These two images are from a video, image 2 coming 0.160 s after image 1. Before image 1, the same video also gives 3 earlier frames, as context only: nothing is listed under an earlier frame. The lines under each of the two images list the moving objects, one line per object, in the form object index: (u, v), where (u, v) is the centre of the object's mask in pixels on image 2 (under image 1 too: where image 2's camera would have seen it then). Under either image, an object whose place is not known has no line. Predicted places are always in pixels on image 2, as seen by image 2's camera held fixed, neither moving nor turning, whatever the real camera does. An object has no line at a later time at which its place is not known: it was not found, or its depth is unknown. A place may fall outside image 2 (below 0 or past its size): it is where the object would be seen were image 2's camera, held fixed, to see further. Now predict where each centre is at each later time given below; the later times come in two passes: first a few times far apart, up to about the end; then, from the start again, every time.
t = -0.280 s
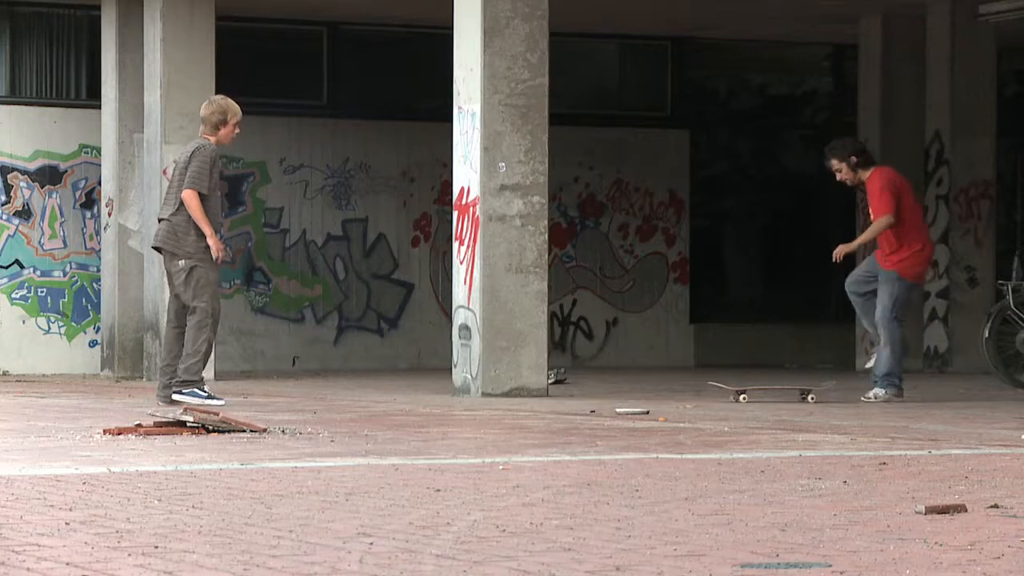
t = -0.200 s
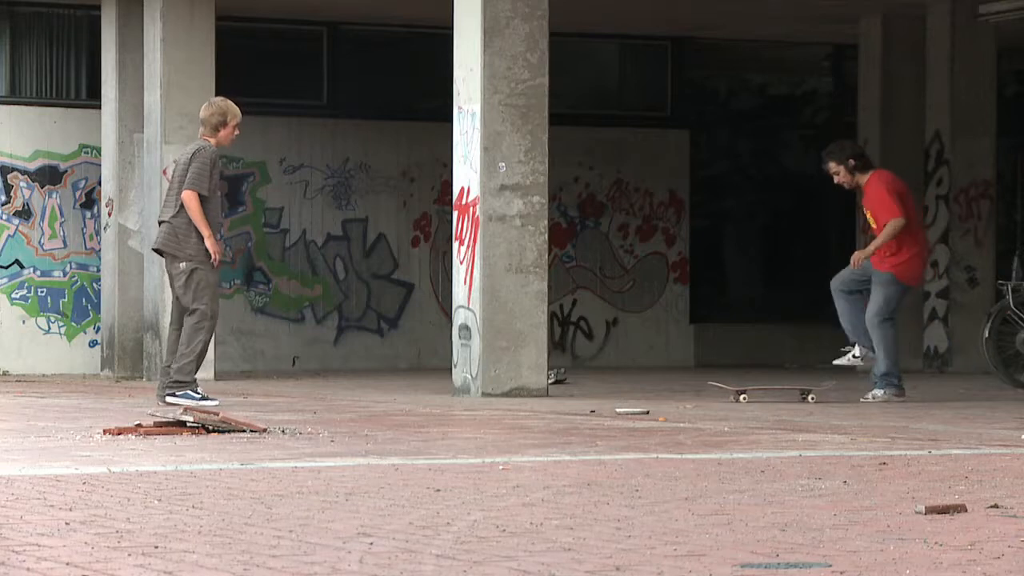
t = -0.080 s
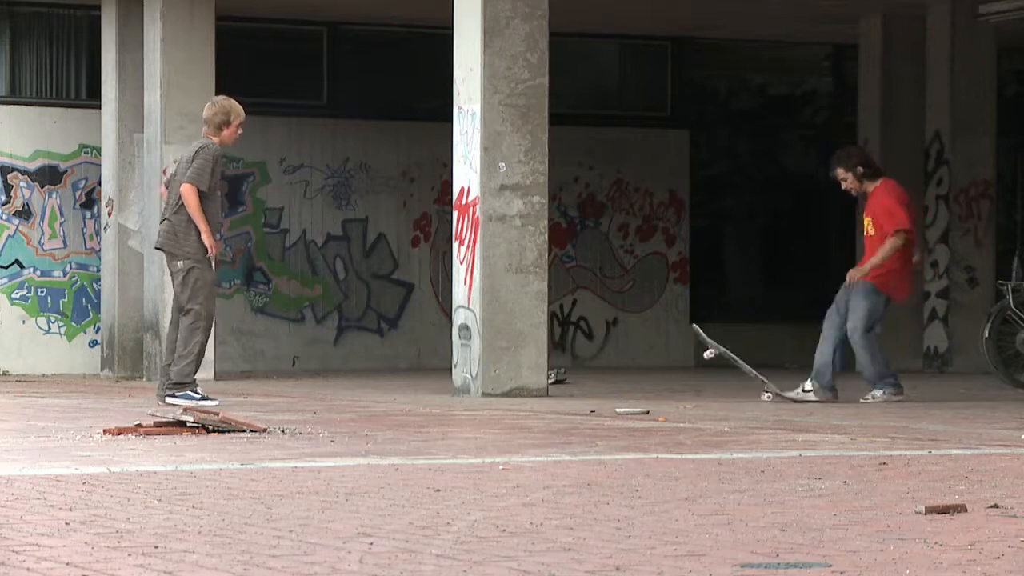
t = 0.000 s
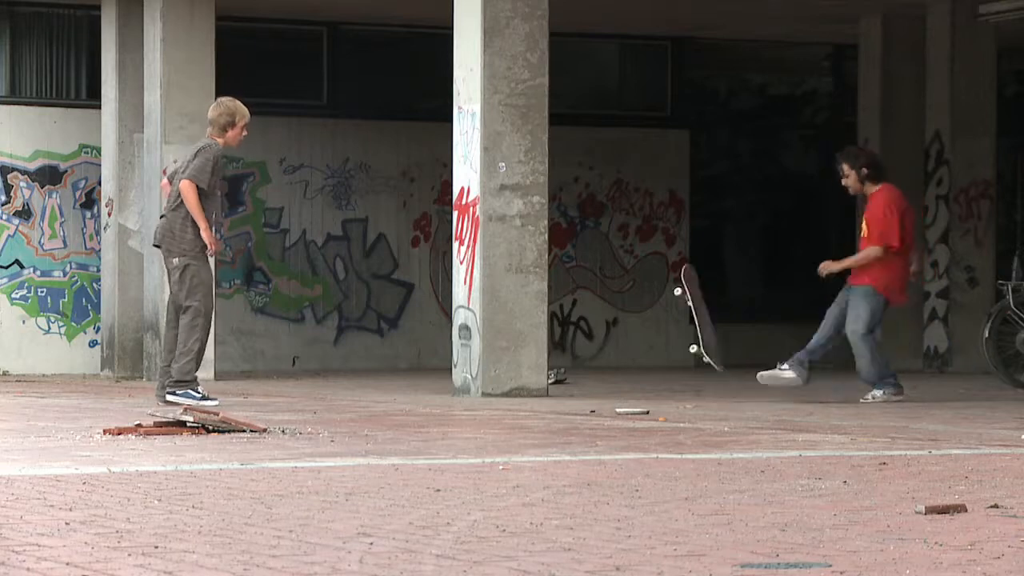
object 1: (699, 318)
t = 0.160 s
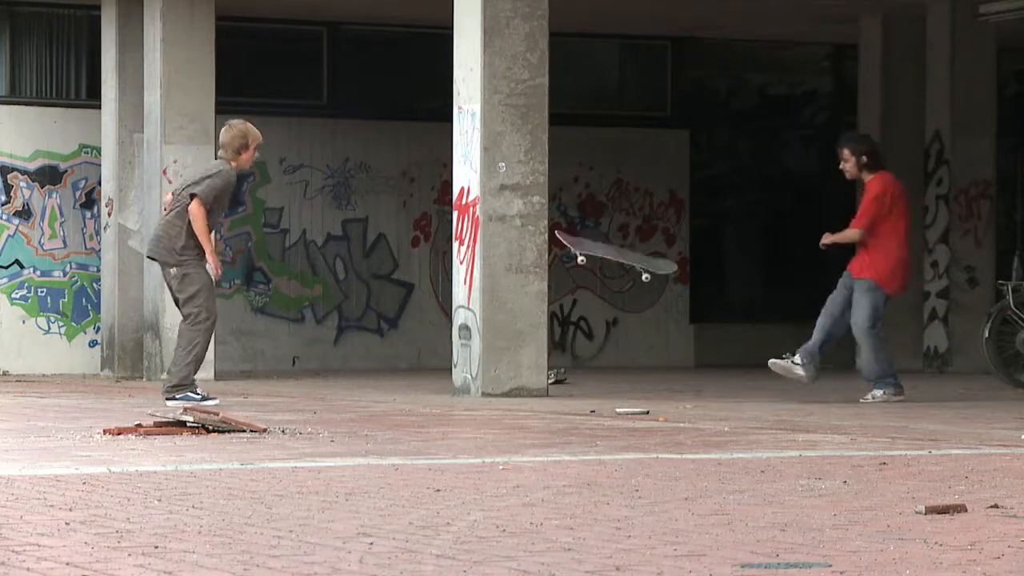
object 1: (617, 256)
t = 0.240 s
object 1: (575, 243)
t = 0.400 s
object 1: (492, 237)
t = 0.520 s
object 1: (424, 260)
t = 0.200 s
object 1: (593, 247)
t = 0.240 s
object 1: (575, 243)
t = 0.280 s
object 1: (550, 238)
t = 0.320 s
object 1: (528, 230)
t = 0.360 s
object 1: (512, 231)
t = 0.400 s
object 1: (492, 237)
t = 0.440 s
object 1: (469, 243)
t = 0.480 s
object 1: (444, 250)
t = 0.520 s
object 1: (424, 260)
